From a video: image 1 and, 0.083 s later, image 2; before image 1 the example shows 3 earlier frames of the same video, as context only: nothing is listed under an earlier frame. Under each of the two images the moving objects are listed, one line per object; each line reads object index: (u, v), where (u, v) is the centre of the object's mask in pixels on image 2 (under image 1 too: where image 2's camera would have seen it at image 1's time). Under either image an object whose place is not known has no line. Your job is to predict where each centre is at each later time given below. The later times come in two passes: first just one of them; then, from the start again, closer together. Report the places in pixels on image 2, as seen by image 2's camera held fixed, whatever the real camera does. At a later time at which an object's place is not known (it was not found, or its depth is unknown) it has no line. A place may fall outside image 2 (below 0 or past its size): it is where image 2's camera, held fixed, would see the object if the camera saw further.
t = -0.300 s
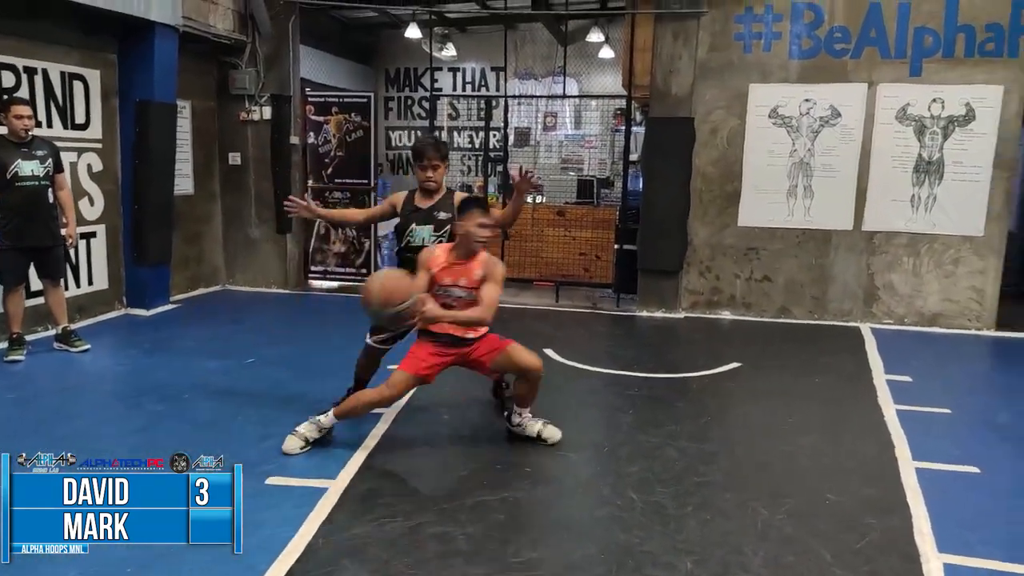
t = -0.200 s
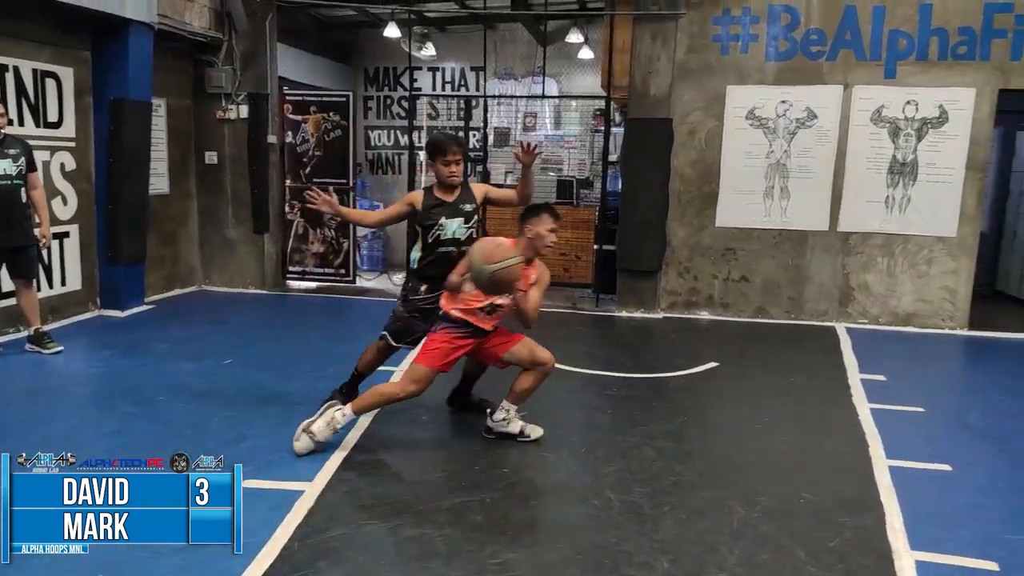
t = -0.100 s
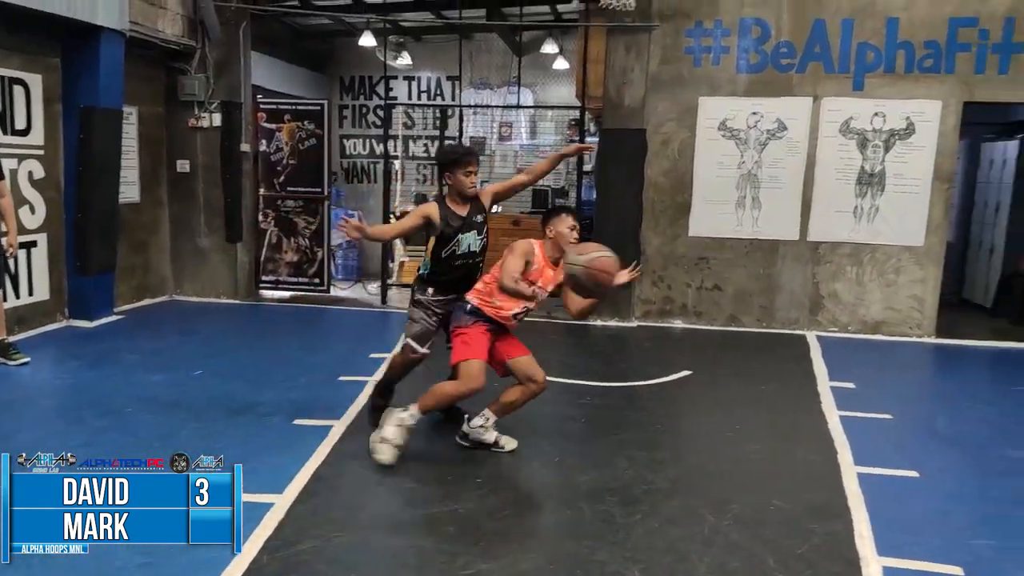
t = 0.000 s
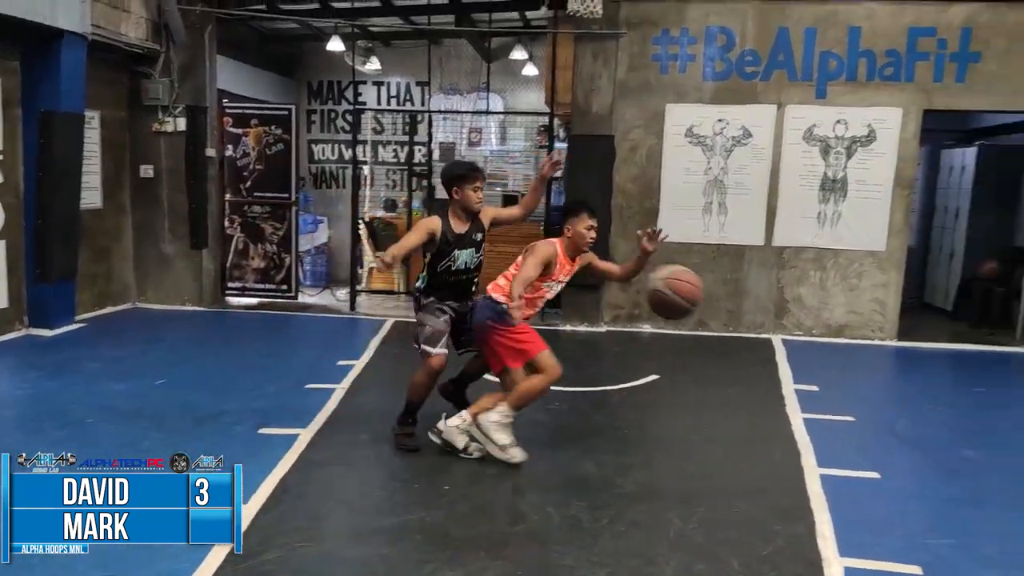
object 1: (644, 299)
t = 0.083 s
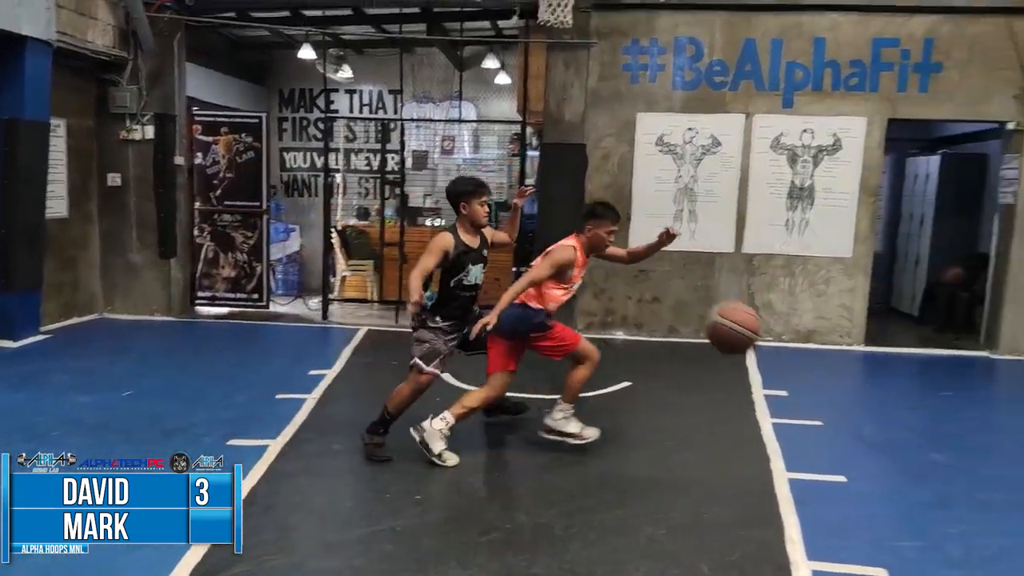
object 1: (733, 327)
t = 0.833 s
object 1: (1174, 350)
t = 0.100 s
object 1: (750, 335)
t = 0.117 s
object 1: (767, 344)
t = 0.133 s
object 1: (784, 352)
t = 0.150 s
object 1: (801, 361)
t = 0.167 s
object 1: (816, 370)
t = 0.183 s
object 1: (832, 380)
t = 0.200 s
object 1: (847, 390)
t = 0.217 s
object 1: (863, 401)
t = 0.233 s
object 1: (878, 412)
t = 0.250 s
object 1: (892, 424)
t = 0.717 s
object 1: (1131, 333)
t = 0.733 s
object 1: (1136, 332)
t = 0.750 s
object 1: (1142, 334)
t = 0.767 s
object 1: (1149, 336)
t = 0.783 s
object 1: (1155, 339)
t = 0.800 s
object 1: (1161, 343)
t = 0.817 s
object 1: (1168, 346)
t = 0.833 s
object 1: (1174, 350)
